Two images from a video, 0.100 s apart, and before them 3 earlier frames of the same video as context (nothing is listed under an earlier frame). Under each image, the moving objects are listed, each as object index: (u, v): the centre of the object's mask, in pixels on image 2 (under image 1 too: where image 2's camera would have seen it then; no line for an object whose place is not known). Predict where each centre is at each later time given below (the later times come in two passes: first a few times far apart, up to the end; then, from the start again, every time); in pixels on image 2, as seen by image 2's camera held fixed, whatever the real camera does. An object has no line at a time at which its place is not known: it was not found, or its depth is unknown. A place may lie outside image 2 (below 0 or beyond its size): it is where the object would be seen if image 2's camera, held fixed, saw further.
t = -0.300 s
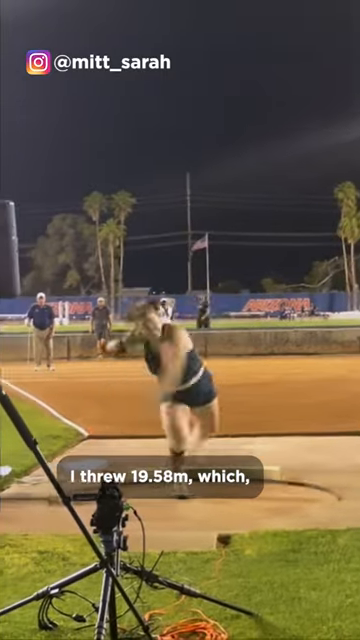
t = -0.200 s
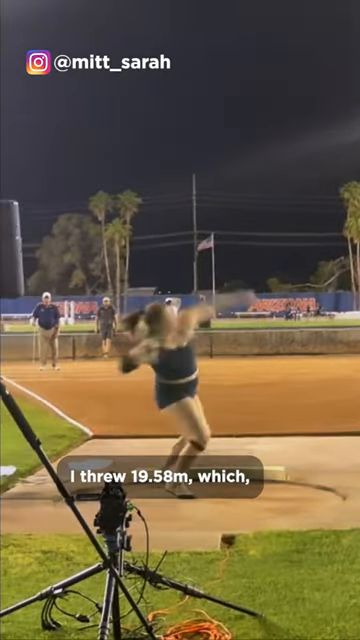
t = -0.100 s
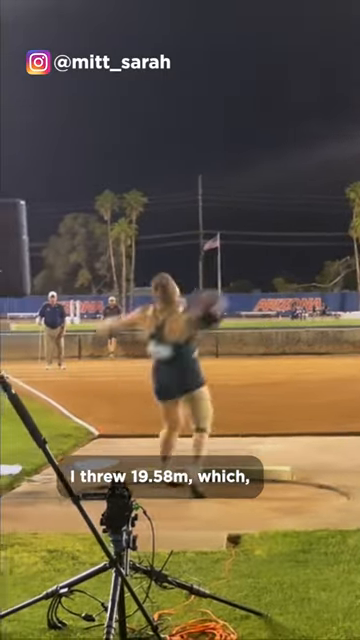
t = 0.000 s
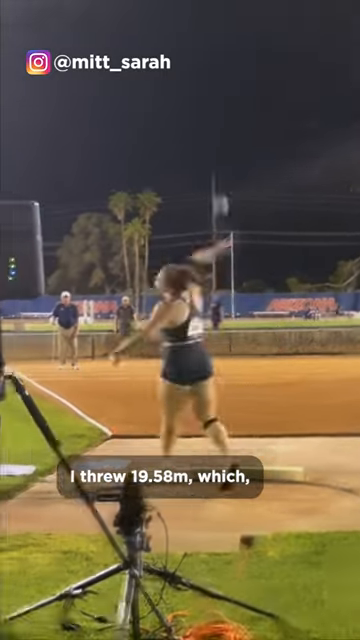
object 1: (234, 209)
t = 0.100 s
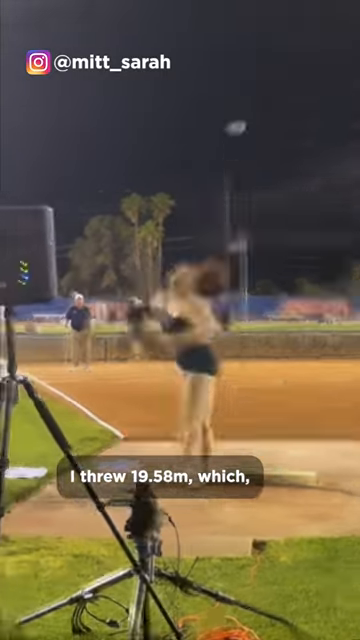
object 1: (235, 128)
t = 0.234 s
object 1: (241, 53)
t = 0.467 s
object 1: (249, -6)
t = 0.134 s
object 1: (238, 106)
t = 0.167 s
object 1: (239, 87)
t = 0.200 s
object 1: (239, 68)
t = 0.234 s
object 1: (241, 53)
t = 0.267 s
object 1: (243, 41)
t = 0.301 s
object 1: (244, 30)
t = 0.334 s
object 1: (244, 20)
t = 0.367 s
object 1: (246, 11)
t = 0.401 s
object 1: (247, 4)
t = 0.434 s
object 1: (248, -2)
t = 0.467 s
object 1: (249, -6)
